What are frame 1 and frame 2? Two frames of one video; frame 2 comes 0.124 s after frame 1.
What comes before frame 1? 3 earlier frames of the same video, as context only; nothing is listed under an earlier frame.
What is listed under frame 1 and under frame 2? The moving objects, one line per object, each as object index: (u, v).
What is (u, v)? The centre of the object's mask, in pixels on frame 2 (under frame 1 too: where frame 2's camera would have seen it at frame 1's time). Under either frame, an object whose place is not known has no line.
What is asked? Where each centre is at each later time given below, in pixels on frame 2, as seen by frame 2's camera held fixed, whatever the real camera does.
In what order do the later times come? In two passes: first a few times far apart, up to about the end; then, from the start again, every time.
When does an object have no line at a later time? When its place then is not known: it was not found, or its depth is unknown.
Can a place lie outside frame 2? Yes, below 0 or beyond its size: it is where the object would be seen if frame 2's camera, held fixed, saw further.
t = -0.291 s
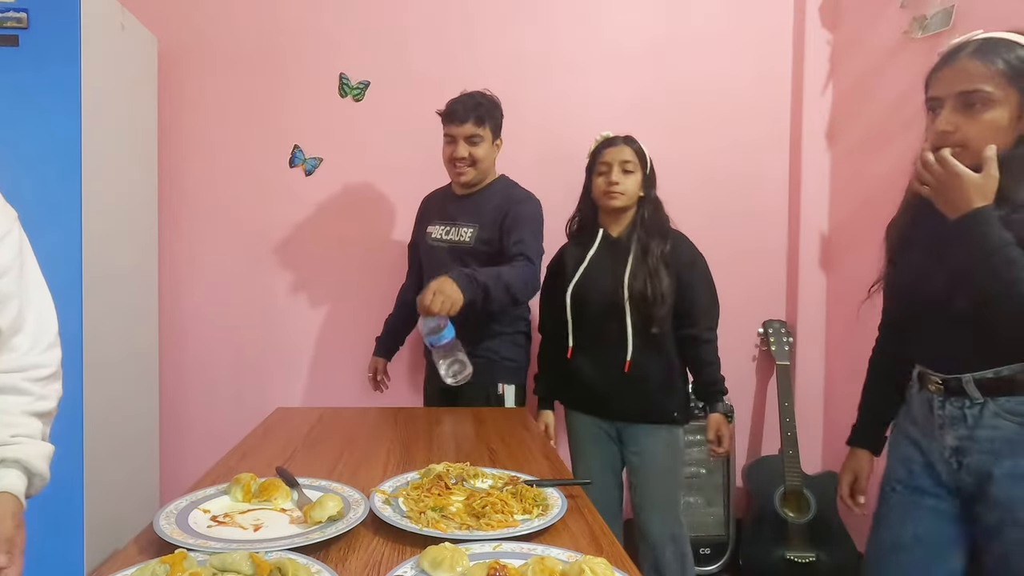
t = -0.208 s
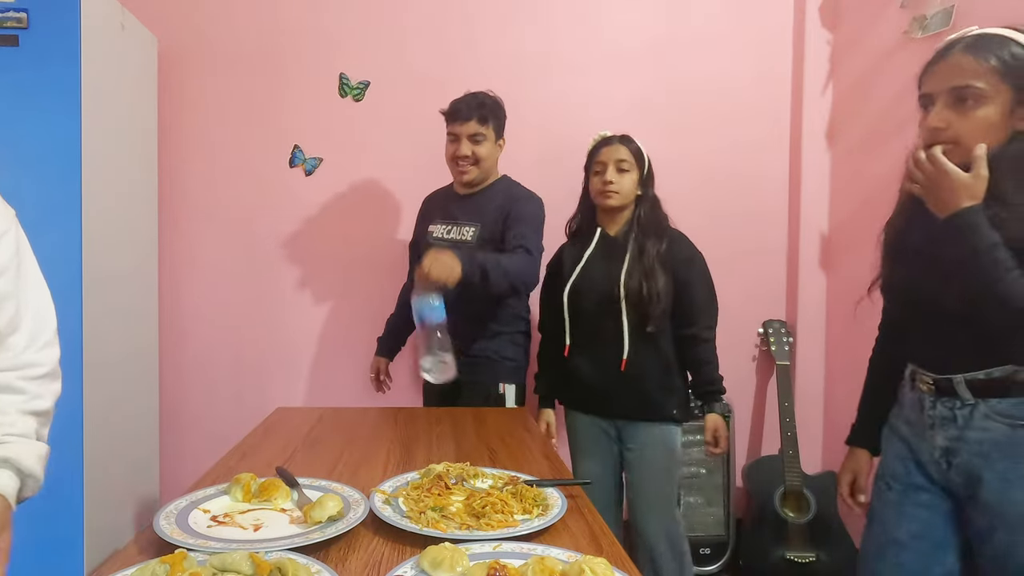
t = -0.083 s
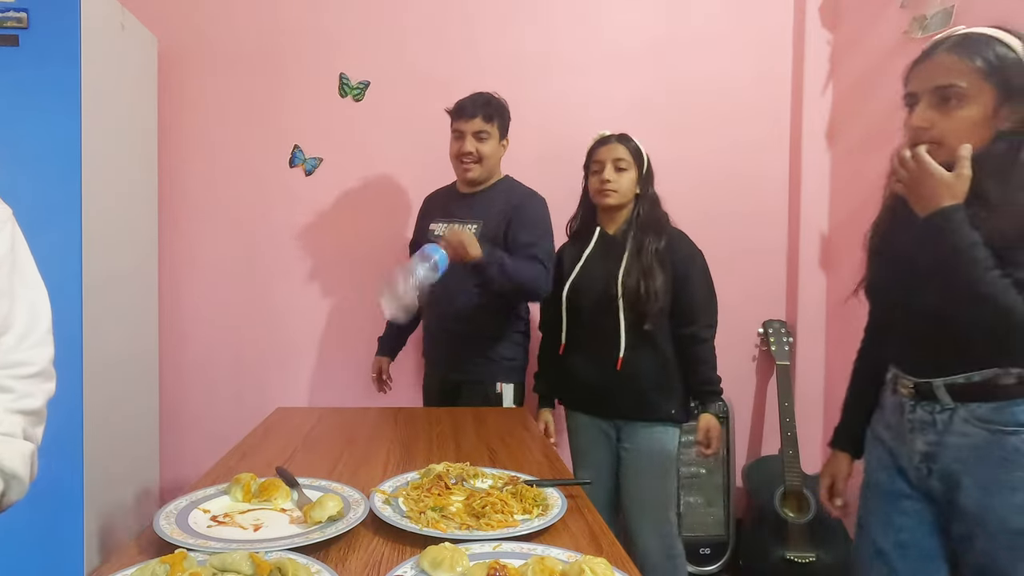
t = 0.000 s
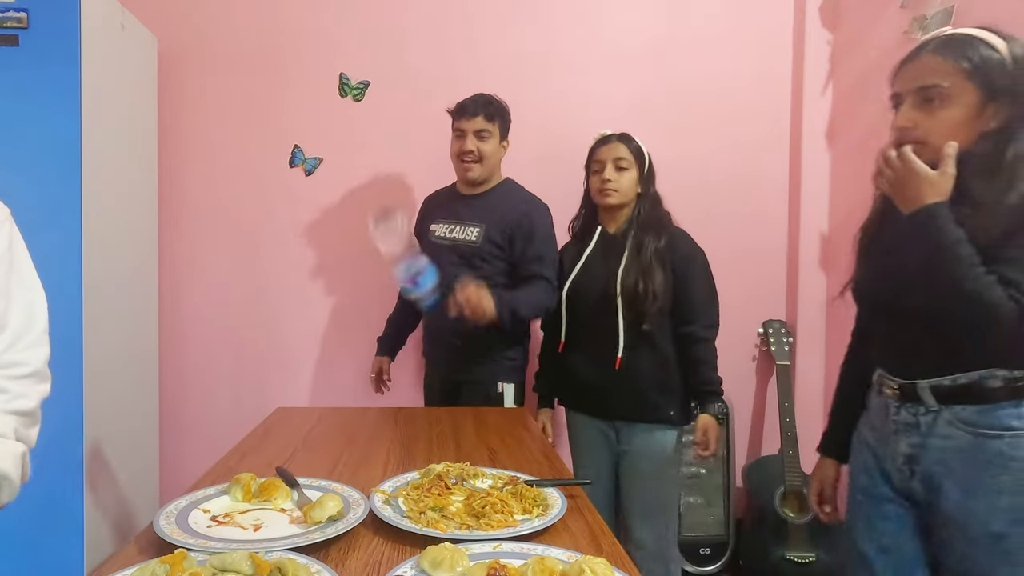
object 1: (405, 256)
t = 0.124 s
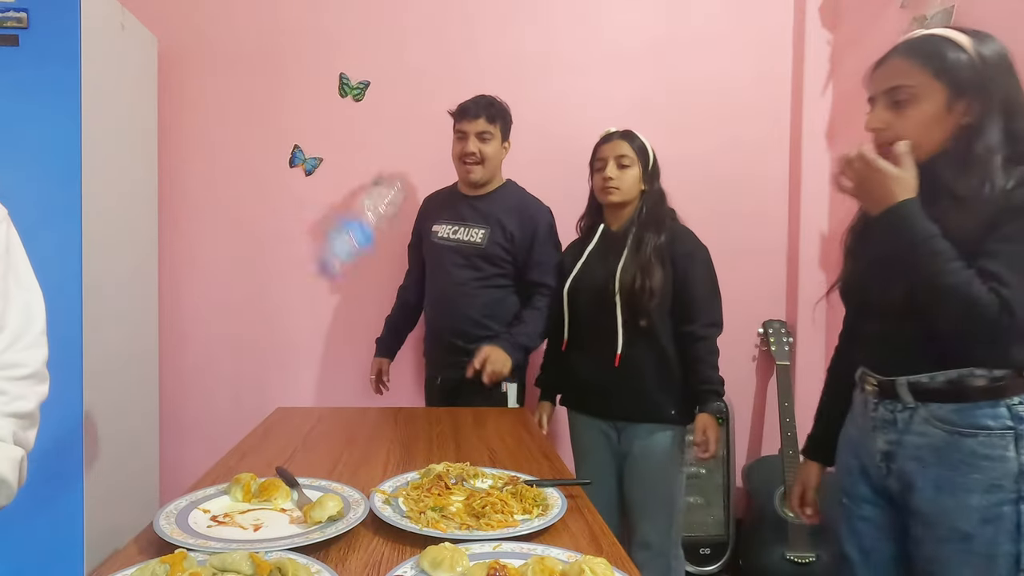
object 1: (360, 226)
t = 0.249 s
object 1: (350, 226)
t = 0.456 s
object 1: (344, 390)
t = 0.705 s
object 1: (336, 394)
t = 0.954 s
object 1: (337, 394)
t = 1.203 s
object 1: (337, 394)
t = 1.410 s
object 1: (337, 394)
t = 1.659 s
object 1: (336, 394)
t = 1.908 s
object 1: (336, 394)
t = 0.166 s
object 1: (349, 212)
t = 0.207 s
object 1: (347, 209)
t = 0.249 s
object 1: (350, 226)
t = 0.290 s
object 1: (351, 254)
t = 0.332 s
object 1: (353, 303)
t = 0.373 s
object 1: (350, 365)
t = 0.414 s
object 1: (349, 388)
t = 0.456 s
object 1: (344, 390)
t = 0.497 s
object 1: (339, 391)
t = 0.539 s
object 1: (335, 392)
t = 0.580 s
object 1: (335, 393)
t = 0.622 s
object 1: (337, 394)
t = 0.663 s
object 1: (336, 394)
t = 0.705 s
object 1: (336, 394)
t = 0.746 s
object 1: (337, 394)
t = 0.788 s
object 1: (336, 394)
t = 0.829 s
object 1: (337, 394)
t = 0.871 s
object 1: (336, 394)
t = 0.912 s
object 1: (337, 394)
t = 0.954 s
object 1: (337, 394)
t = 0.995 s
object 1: (337, 394)
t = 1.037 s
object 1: (337, 394)
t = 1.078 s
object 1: (337, 394)
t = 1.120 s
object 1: (337, 394)
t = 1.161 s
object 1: (337, 394)
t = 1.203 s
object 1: (337, 394)
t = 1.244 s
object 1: (336, 394)
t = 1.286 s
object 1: (336, 393)
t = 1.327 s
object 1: (337, 394)
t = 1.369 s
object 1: (337, 394)
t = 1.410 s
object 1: (337, 394)
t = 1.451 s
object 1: (337, 394)
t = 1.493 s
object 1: (337, 394)
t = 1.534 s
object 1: (337, 394)
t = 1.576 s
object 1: (336, 394)
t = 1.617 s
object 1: (336, 394)
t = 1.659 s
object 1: (336, 394)
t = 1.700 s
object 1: (336, 394)
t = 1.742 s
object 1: (336, 394)
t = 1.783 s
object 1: (336, 394)
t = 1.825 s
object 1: (336, 394)
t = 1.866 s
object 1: (336, 394)
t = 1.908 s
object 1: (336, 394)
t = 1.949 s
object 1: (336, 394)
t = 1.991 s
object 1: (336, 394)
